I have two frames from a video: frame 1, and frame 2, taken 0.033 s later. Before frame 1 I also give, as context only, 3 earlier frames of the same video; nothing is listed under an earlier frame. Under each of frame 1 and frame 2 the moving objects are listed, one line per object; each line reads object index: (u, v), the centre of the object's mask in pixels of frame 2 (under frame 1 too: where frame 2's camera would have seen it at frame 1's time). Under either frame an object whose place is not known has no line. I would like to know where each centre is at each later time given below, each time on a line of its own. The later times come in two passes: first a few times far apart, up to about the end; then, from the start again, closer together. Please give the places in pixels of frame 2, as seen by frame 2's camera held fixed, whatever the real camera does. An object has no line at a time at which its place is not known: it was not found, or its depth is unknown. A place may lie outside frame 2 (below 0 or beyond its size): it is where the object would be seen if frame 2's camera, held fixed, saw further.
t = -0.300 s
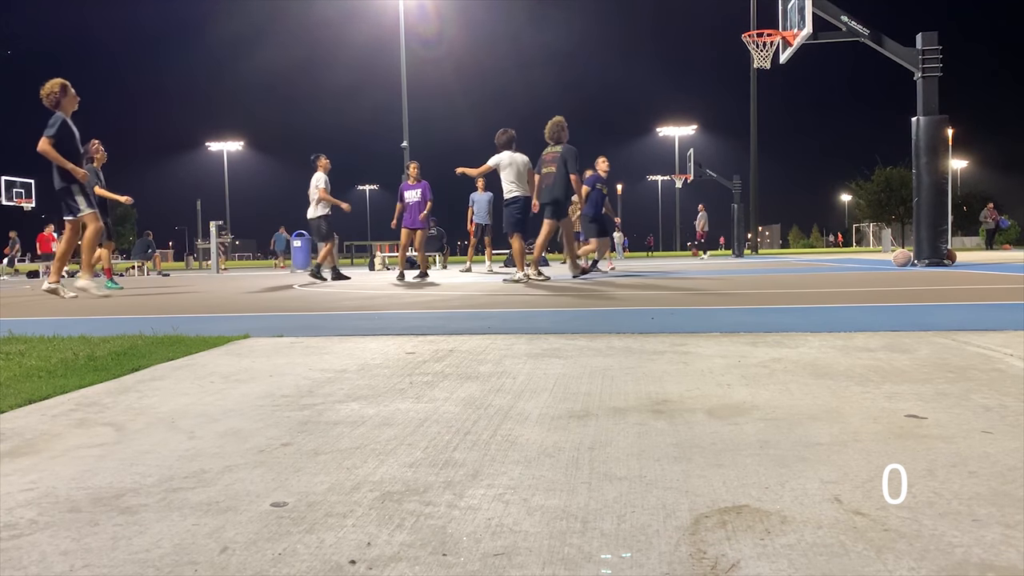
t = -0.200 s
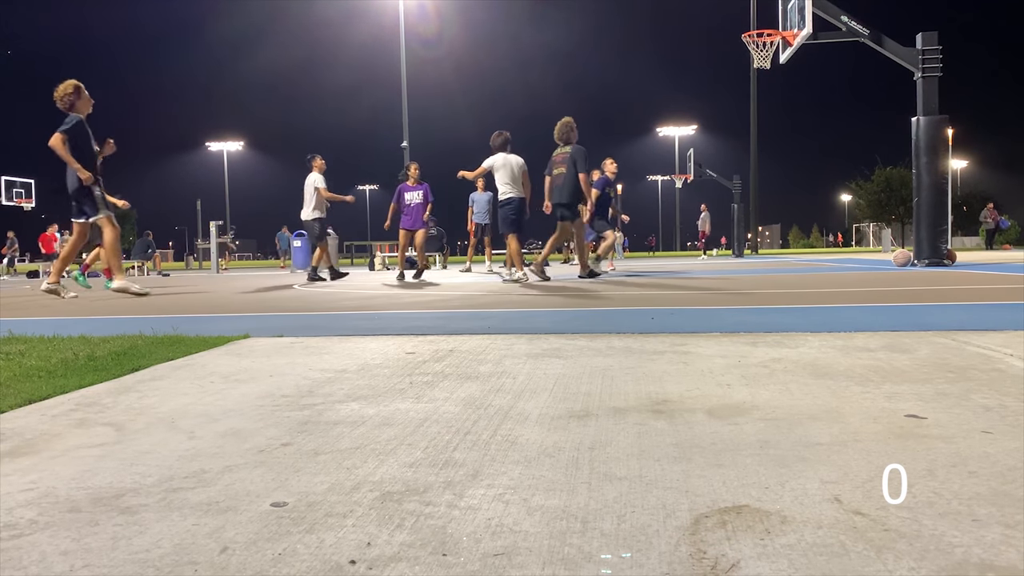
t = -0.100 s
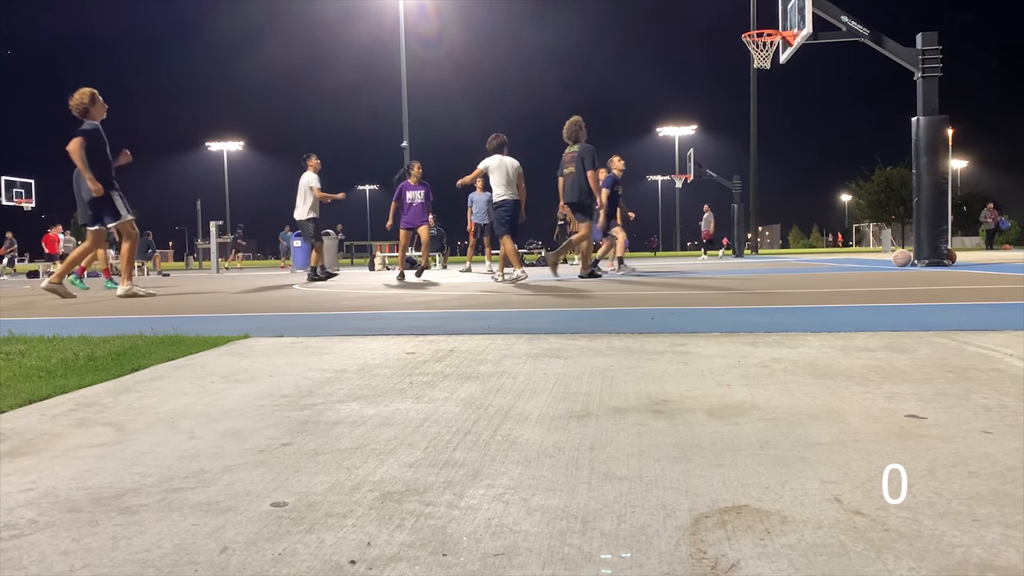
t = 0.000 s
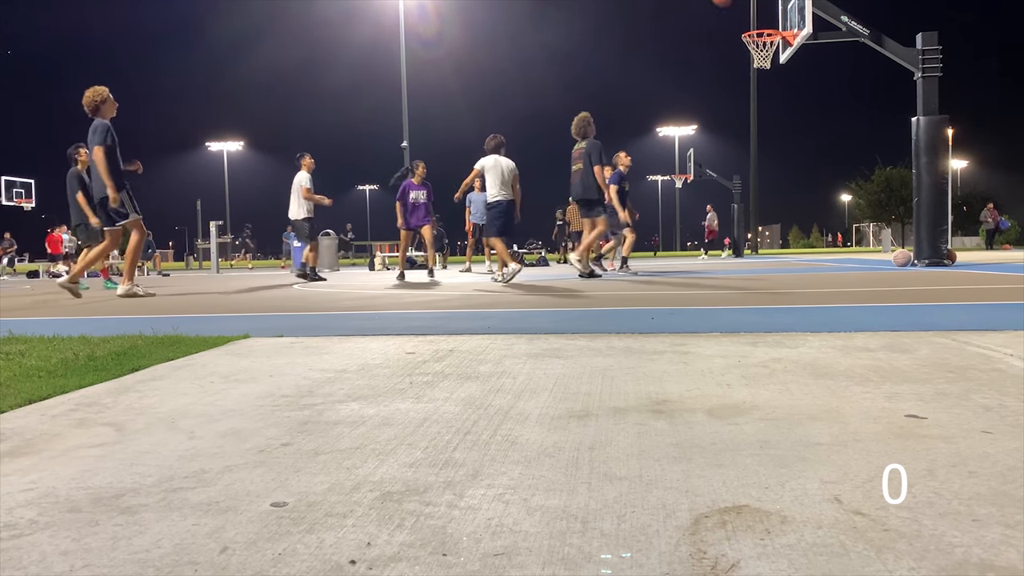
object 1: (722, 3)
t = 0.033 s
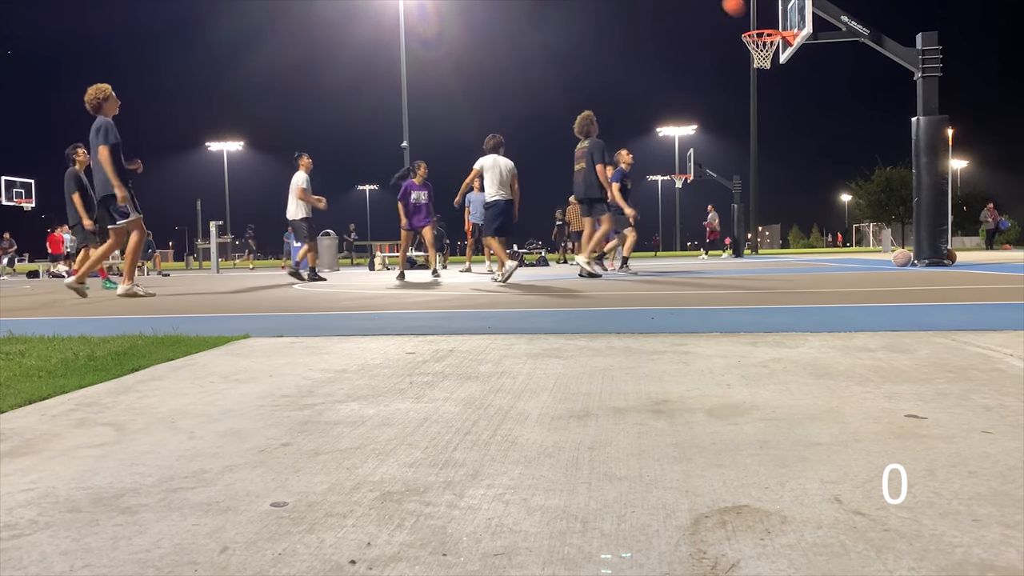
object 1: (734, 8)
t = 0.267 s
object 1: (770, 74)
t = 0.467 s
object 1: (761, 141)
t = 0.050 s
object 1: (740, 11)
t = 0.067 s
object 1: (746, 16)
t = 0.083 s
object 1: (753, 21)
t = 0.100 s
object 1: (759, 25)
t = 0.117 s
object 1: (767, 31)
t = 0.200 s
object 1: (773, 60)
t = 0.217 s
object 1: (772, 63)
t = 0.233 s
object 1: (771, 66)
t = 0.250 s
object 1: (770, 70)
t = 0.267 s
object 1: (770, 74)
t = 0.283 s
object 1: (769, 79)
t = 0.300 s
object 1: (768, 84)
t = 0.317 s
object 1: (767, 88)
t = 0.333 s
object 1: (767, 93)
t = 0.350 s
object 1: (766, 99)
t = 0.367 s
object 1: (765, 104)
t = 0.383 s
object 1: (764, 110)
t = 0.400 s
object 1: (764, 116)
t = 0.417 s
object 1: (763, 122)
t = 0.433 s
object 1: (762, 128)
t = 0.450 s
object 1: (762, 134)
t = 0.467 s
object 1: (761, 141)
